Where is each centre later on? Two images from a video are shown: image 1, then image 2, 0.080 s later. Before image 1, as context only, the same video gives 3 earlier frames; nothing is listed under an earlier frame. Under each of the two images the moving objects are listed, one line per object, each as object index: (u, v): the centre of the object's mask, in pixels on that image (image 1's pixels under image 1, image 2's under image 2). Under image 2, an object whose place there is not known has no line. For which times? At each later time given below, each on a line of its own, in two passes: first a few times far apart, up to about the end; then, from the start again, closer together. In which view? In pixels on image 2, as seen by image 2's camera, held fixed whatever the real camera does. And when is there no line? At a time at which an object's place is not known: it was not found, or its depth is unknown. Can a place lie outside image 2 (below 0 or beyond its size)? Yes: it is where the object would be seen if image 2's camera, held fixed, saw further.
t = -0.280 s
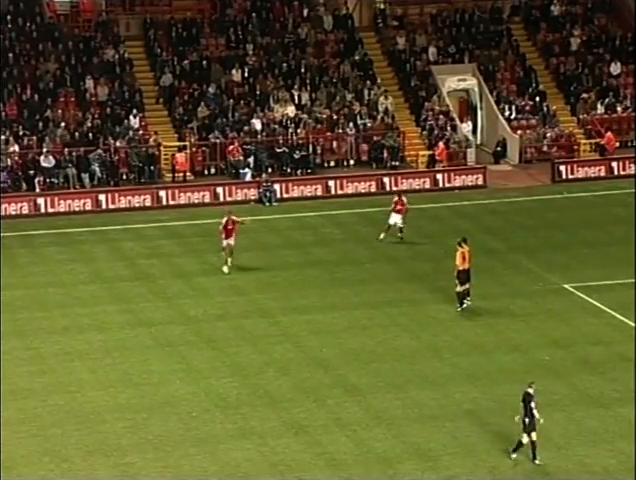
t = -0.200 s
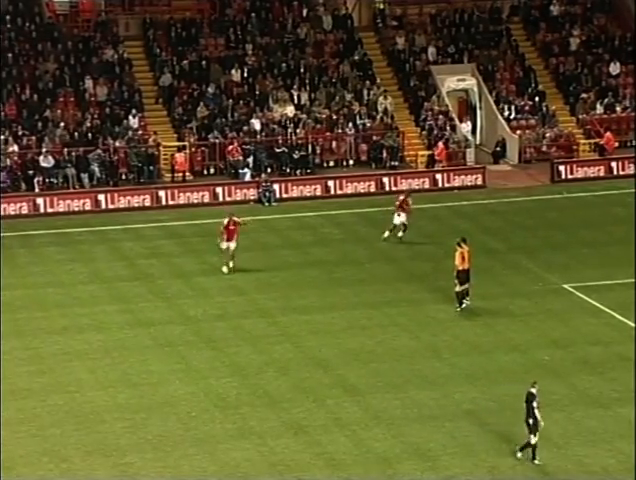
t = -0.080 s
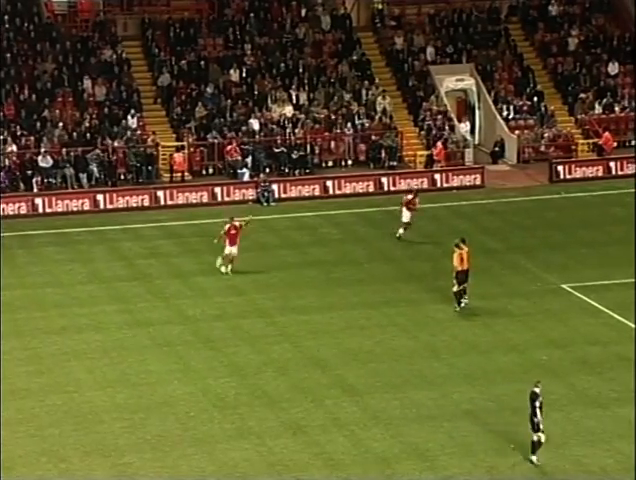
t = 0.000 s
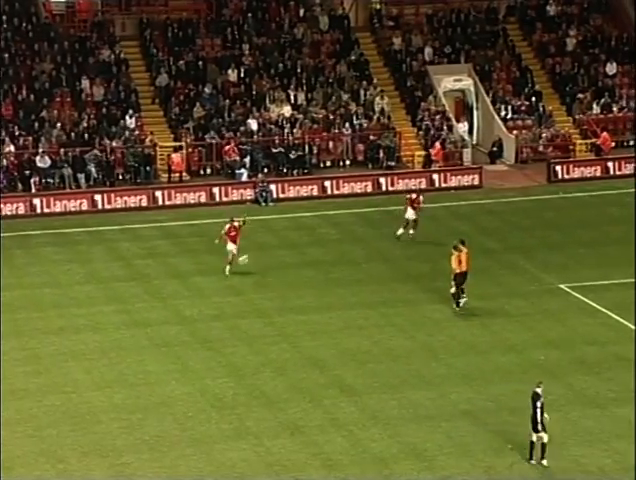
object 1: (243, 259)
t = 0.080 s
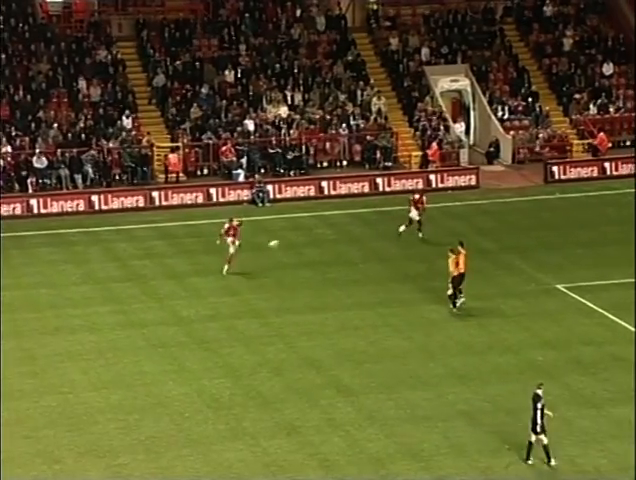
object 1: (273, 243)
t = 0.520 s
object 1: (481, 181)
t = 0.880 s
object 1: (669, 171)
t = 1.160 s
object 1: (827, 195)
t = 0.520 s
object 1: (481, 181)
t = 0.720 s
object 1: (584, 170)
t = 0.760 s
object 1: (605, 168)
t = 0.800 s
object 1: (626, 170)
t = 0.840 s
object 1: (647, 171)
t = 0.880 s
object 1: (669, 171)
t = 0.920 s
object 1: (692, 172)
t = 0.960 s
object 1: (714, 175)
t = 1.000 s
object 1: (735, 177)
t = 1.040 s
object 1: (759, 181)
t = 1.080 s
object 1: (782, 185)
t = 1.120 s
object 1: (804, 190)
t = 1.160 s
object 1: (827, 195)
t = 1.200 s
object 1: (850, 201)
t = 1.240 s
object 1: (874, 208)
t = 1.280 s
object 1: (897, 215)
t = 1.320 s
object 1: (921, 222)
